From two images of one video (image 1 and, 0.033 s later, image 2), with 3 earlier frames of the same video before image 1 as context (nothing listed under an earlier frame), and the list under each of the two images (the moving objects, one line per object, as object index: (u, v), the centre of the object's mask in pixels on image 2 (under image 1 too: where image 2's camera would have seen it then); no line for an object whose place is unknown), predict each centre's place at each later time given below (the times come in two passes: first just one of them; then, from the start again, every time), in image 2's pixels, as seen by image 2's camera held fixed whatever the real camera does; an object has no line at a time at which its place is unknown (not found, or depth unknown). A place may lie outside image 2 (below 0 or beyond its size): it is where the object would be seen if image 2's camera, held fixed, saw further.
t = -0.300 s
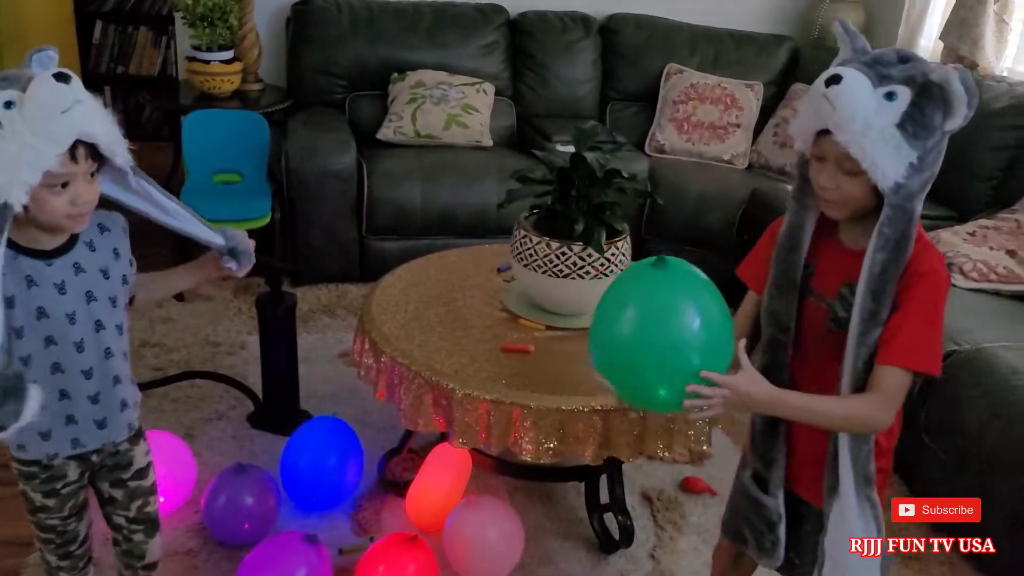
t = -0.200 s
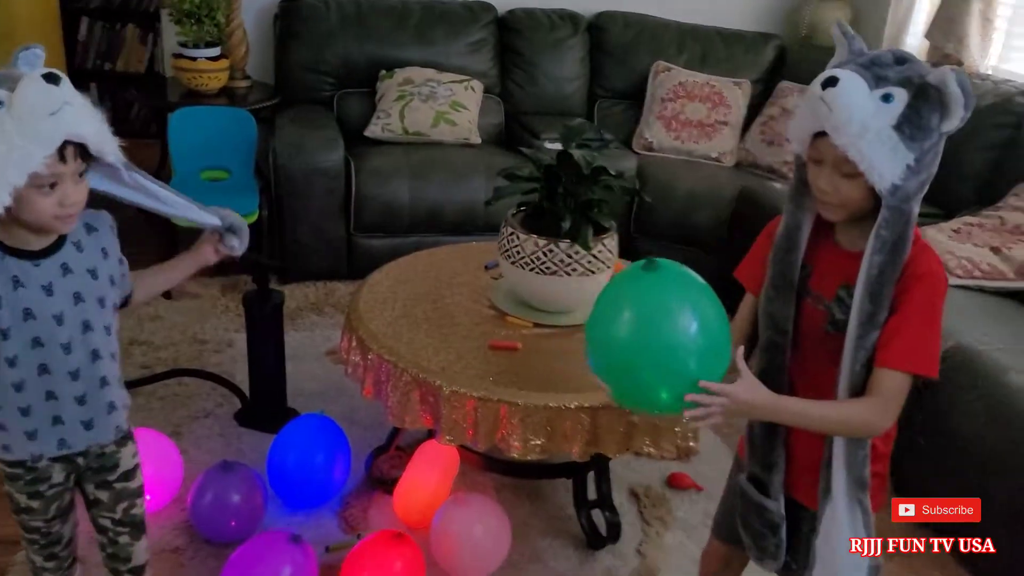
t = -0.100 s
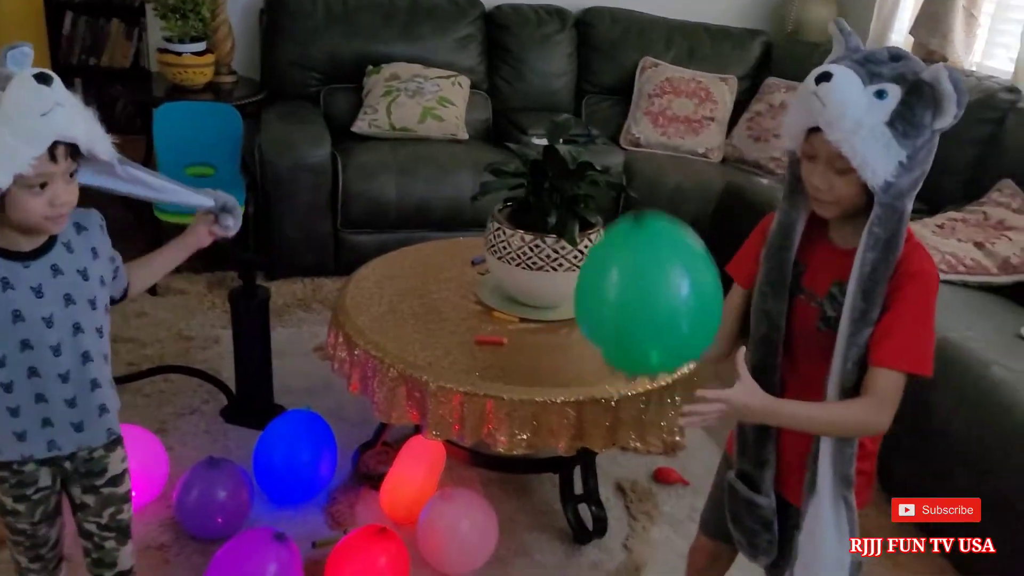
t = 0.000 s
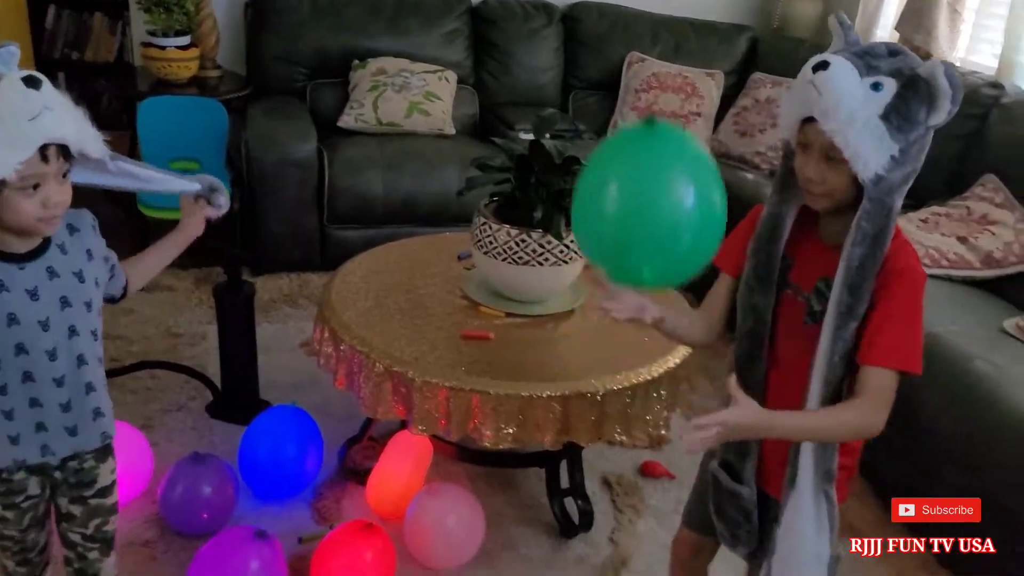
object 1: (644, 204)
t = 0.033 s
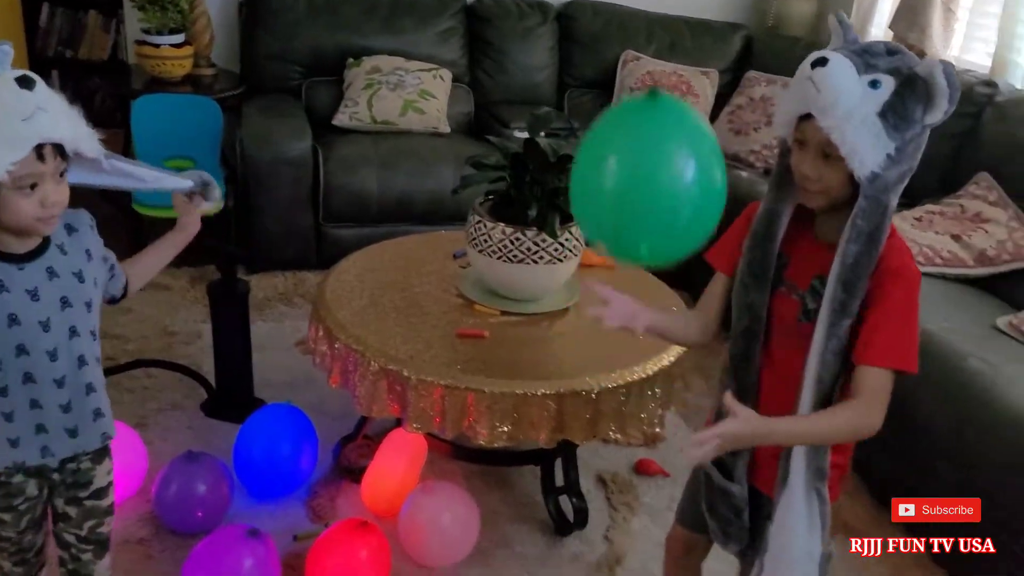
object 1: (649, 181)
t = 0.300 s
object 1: (675, 110)
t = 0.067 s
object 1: (654, 162)
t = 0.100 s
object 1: (658, 143)
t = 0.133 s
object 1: (662, 128)
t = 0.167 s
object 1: (666, 118)
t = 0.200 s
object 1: (669, 111)
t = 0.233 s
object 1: (672, 108)
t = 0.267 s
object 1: (674, 107)
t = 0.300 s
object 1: (675, 110)
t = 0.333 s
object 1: (677, 116)
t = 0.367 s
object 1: (676, 126)
